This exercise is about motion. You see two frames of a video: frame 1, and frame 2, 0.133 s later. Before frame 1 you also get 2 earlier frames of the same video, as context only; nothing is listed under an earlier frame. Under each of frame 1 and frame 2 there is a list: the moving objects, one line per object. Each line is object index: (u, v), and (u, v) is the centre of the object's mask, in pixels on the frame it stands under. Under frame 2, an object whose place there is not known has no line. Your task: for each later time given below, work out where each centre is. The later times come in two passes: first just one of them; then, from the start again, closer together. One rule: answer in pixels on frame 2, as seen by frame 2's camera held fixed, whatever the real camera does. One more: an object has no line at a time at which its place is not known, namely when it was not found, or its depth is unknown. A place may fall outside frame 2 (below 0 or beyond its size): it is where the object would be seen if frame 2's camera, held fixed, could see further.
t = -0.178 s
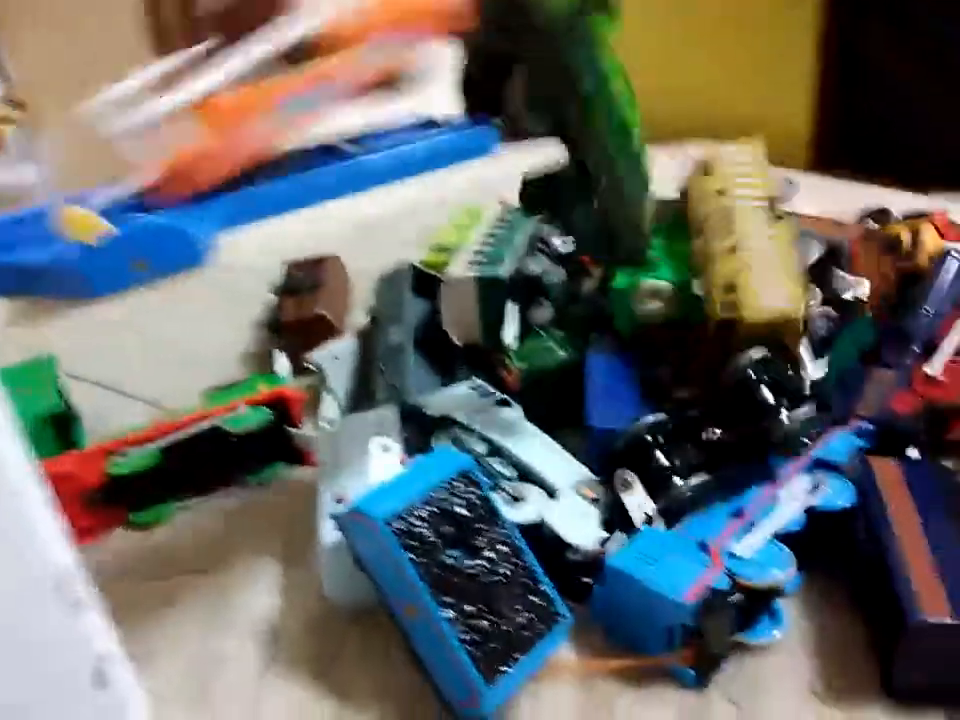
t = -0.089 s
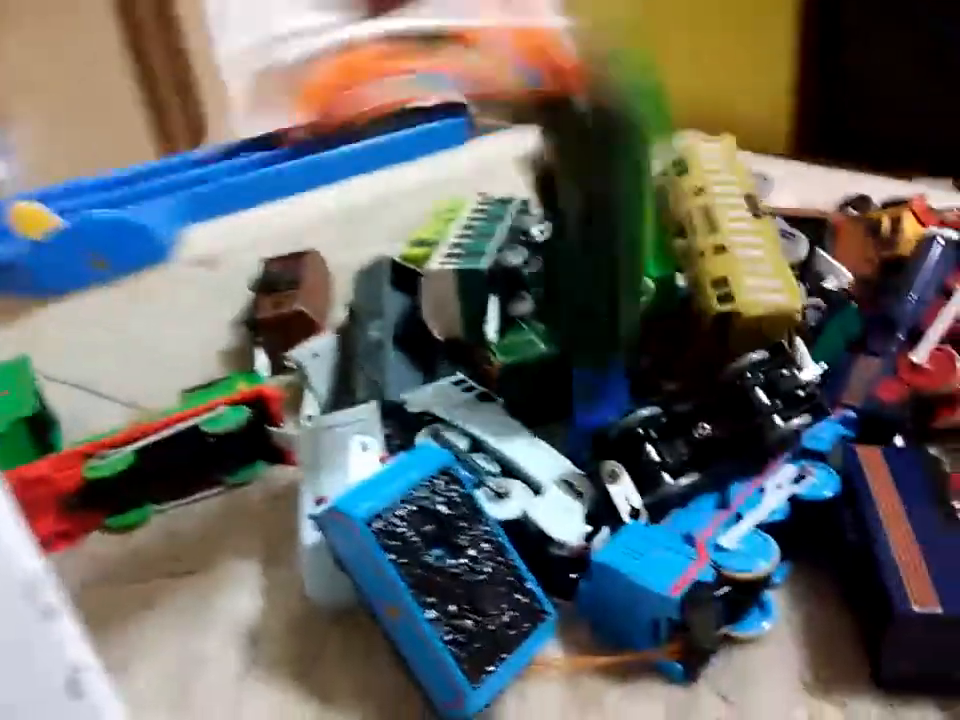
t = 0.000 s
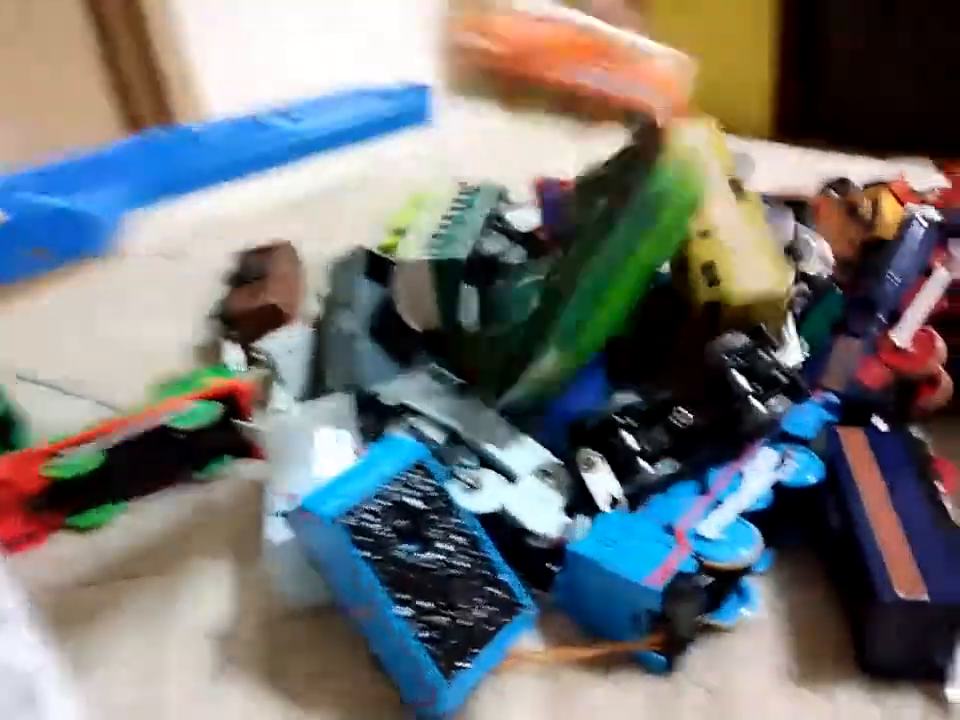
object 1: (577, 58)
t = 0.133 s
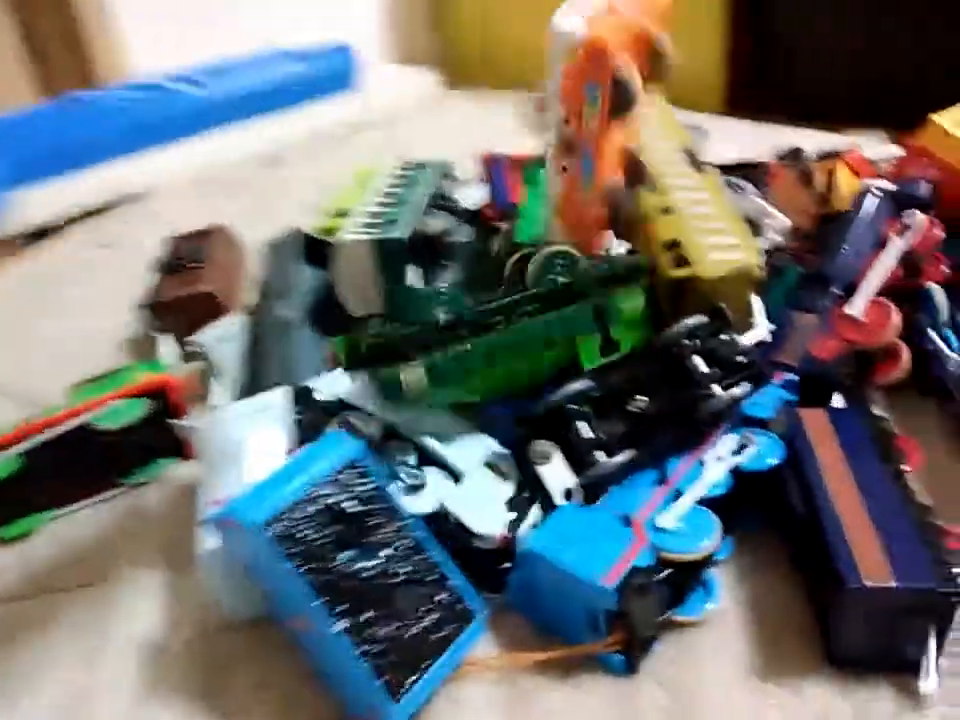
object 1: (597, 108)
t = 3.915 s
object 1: (469, 200)
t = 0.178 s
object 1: (585, 115)
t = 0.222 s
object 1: (559, 121)
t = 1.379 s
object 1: (469, 202)
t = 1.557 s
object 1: (468, 203)
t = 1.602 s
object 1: (467, 203)
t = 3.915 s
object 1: (469, 200)
